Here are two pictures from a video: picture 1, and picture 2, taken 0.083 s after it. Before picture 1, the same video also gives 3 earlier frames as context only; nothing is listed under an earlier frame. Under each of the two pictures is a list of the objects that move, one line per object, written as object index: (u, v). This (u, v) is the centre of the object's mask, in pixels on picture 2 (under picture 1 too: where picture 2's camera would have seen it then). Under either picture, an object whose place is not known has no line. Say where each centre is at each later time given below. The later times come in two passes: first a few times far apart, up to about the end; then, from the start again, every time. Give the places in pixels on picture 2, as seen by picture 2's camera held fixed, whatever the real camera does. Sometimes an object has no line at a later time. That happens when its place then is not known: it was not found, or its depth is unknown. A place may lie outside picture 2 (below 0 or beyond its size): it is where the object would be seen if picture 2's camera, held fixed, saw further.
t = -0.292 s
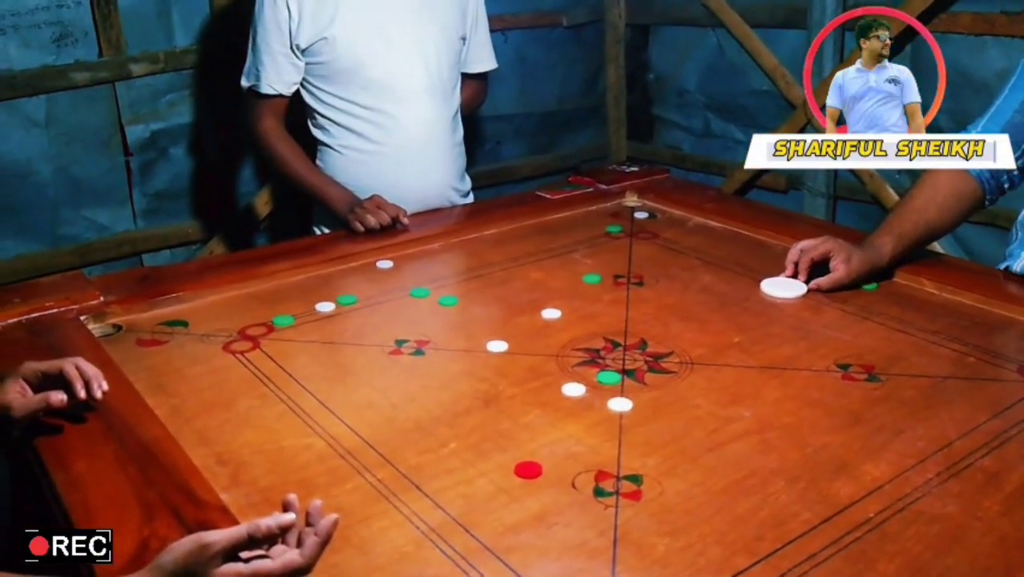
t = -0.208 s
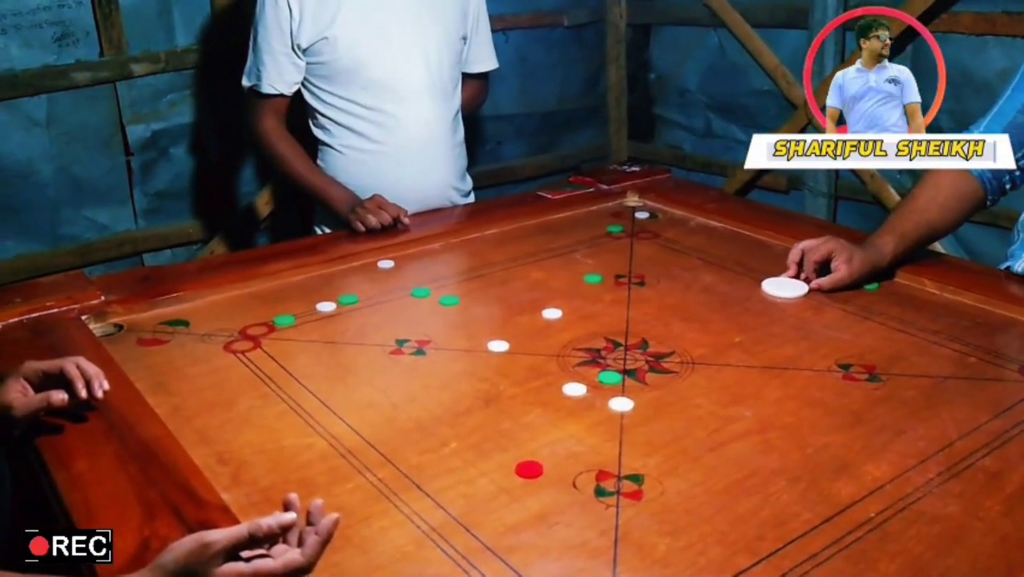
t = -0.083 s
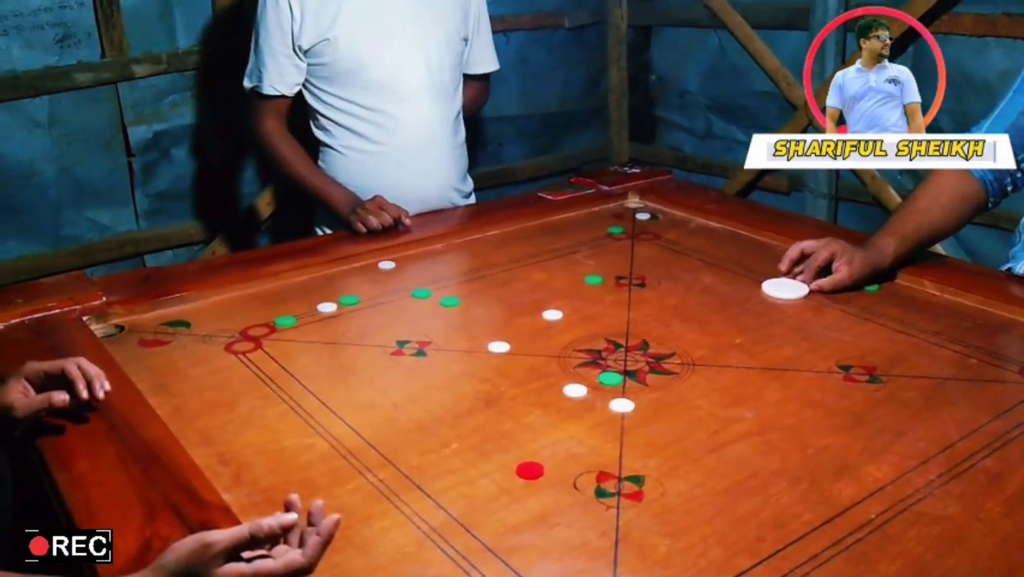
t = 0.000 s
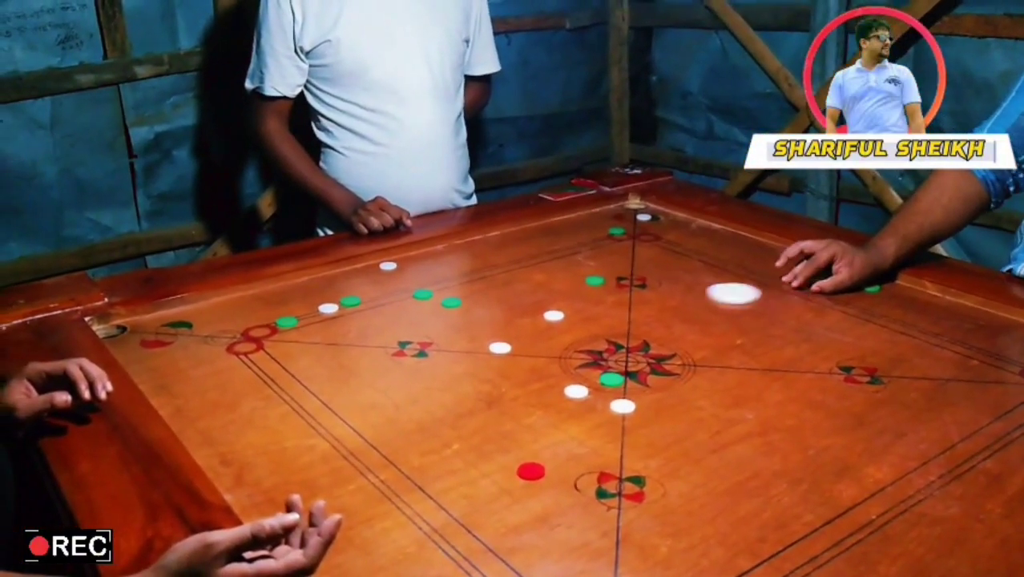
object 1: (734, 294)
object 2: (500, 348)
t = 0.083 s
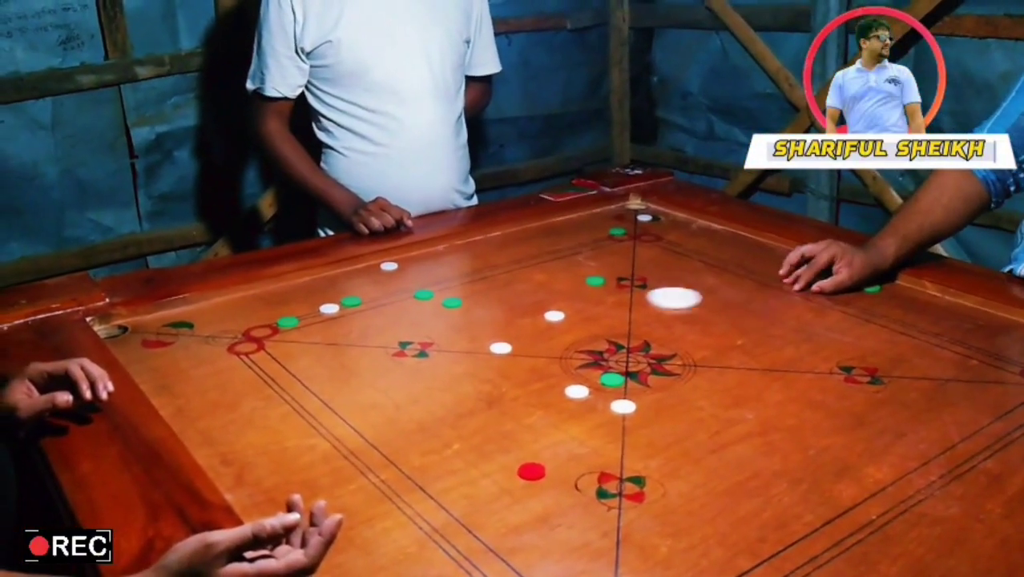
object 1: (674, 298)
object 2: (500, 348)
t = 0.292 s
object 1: (531, 306)
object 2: (500, 348)
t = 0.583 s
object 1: (338, 319)
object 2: (519, 367)
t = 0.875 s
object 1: (177, 334)
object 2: (531, 380)
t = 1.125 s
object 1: (176, 320)
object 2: (531, 380)
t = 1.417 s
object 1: (257, 303)
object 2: (531, 380)
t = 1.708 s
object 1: (324, 294)
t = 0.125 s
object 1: (649, 300)
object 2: (500, 348)
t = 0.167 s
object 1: (613, 302)
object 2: (500, 348)
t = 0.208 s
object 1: (589, 304)
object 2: (500, 348)
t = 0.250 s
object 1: (554, 305)
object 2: (500, 348)
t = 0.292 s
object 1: (531, 306)
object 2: (500, 348)
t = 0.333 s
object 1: (498, 308)
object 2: (503, 351)
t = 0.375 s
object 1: (476, 309)
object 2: (505, 353)
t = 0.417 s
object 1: (444, 311)
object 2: (509, 357)
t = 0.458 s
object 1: (422, 313)
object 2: (511, 359)
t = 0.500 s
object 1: (391, 315)
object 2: (514, 362)
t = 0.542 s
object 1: (369, 317)
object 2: (516, 364)
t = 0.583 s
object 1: (338, 319)
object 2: (519, 367)
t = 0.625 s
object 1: (317, 321)
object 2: (521, 369)
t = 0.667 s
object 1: (288, 323)
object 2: (523, 372)
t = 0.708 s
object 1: (269, 325)
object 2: (525, 374)
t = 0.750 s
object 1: (242, 328)
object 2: (527, 376)
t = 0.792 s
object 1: (223, 330)
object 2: (528, 377)
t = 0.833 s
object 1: (196, 333)
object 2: (530, 379)
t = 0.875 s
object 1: (177, 334)
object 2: (531, 380)
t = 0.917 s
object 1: (149, 337)
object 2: (531, 380)
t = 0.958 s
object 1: (132, 339)
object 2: (531, 380)
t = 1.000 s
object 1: (143, 333)
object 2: (531, 380)
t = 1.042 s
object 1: (152, 329)
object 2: (531, 380)
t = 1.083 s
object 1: (167, 323)
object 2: (531, 380)
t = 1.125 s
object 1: (176, 320)
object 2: (531, 380)
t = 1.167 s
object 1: (188, 314)
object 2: (531, 380)
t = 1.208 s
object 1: (197, 310)
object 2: (531, 380)
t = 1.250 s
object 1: (211, 309)
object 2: (531, 380)
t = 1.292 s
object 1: (221, 307)
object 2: (531, 380)
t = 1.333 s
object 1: (235, 305)
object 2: (531, 380)
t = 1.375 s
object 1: (243, 304)
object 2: (531, 380)
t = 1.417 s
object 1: (257, 303)
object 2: (531, 380)
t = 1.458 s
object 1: (266, 301)
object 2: (531, 380)
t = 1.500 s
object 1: (279, 300)
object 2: (531, 380)
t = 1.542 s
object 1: (287, 299)
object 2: (531, 380)
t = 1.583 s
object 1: (298, 297)
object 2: (531, 380)
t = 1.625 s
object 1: (306, 296)
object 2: (531, 380)
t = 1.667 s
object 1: (317, 295)
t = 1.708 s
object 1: (324, 294)
